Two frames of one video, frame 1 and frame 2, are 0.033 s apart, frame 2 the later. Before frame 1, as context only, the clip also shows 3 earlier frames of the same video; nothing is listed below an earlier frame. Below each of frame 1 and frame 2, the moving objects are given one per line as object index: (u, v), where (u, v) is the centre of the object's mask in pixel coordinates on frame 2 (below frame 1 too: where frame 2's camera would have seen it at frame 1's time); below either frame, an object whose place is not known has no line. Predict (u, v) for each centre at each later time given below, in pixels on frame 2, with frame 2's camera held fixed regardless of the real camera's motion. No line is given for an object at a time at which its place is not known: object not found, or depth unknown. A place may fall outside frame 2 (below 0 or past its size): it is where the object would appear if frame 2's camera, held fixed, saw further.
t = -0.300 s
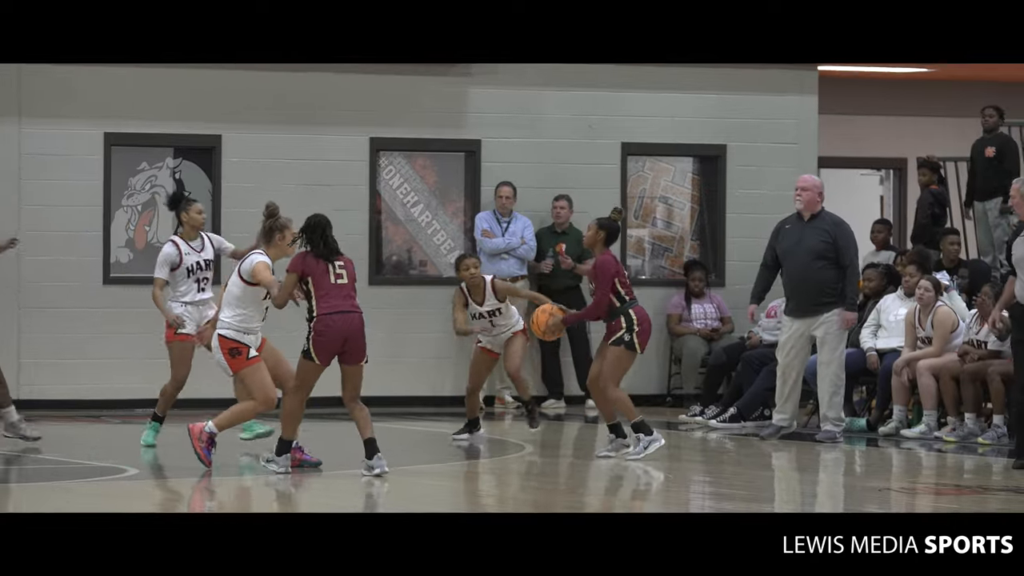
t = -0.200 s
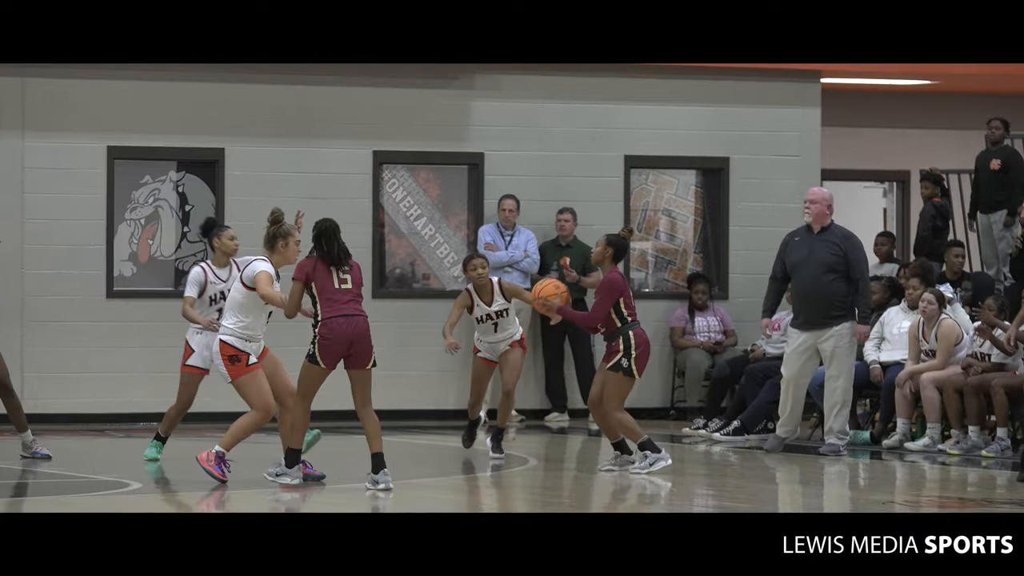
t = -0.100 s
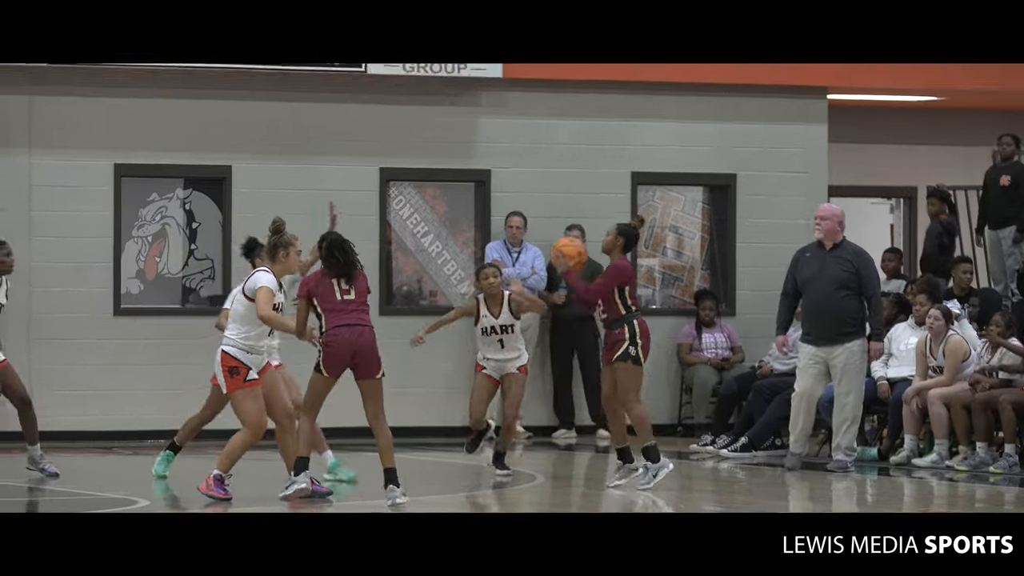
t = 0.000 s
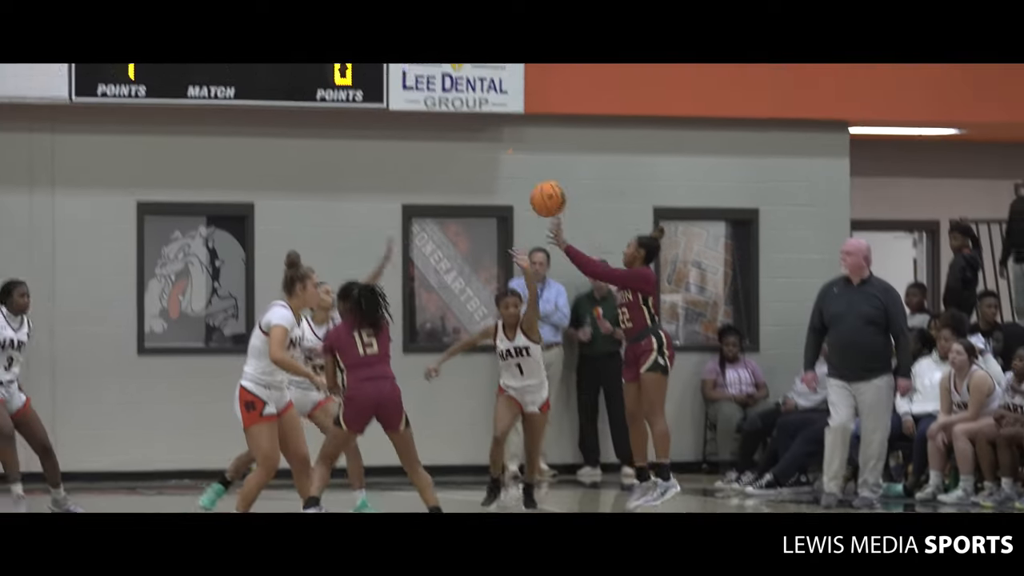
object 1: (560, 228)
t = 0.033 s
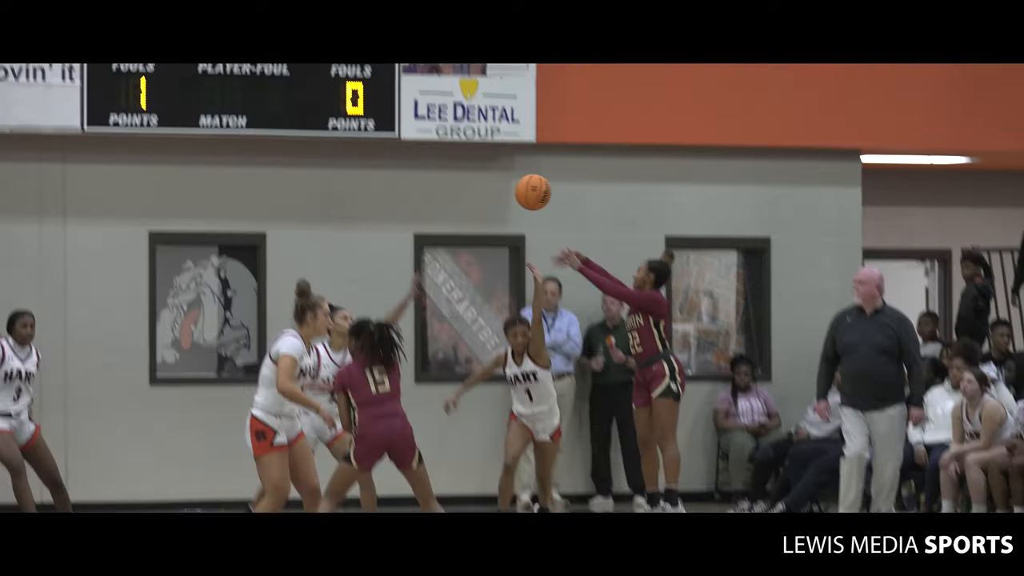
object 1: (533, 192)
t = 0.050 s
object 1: (519, 174)
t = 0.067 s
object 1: (507, 158)
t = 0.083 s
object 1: (493, 142)
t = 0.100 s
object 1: (479, 126)
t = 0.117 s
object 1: (467, 110)
